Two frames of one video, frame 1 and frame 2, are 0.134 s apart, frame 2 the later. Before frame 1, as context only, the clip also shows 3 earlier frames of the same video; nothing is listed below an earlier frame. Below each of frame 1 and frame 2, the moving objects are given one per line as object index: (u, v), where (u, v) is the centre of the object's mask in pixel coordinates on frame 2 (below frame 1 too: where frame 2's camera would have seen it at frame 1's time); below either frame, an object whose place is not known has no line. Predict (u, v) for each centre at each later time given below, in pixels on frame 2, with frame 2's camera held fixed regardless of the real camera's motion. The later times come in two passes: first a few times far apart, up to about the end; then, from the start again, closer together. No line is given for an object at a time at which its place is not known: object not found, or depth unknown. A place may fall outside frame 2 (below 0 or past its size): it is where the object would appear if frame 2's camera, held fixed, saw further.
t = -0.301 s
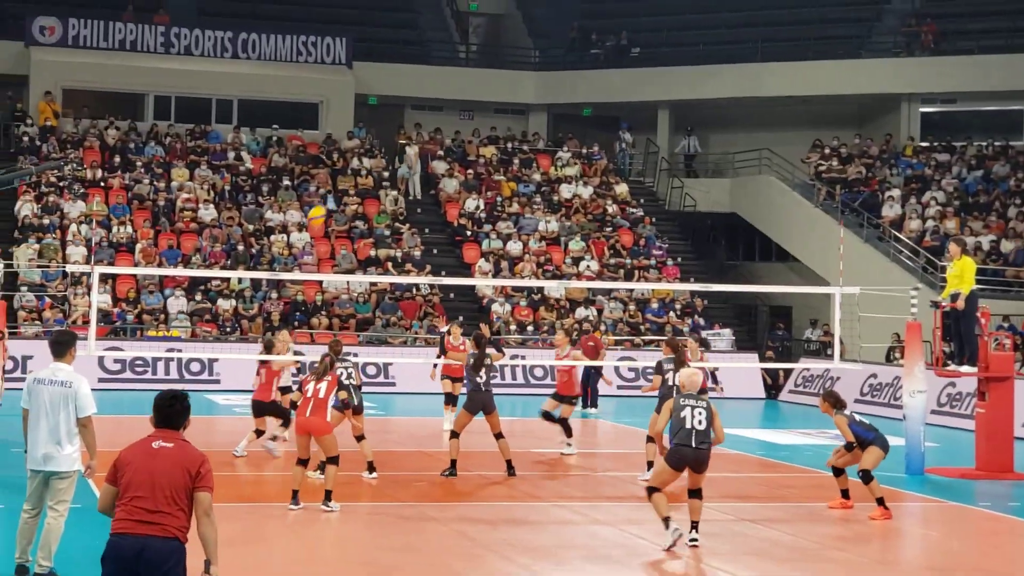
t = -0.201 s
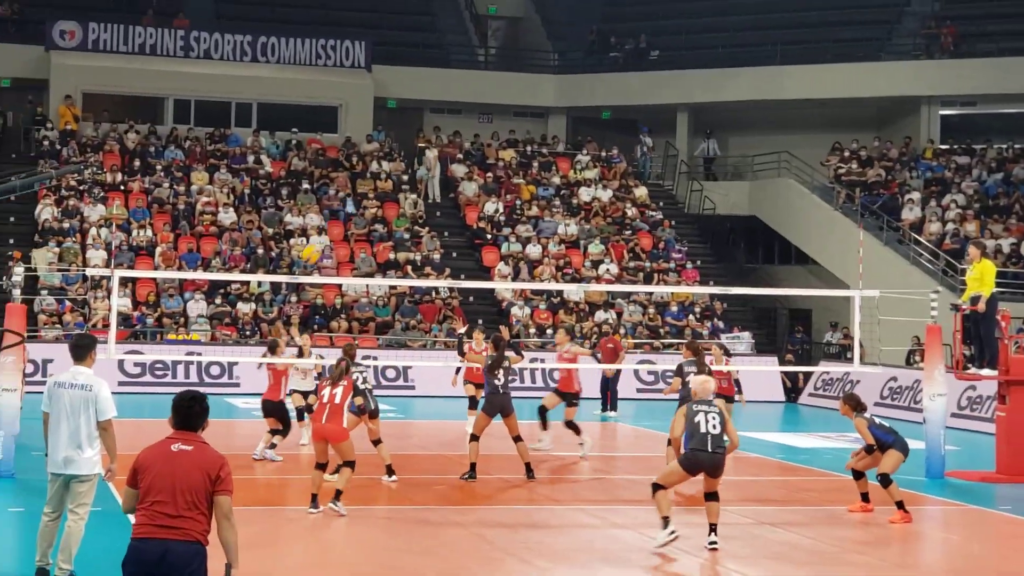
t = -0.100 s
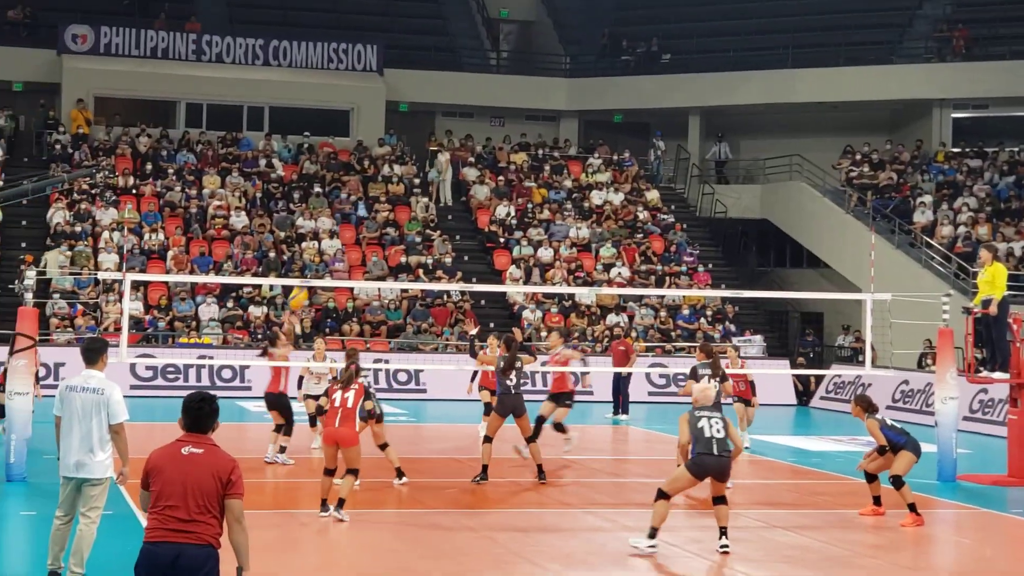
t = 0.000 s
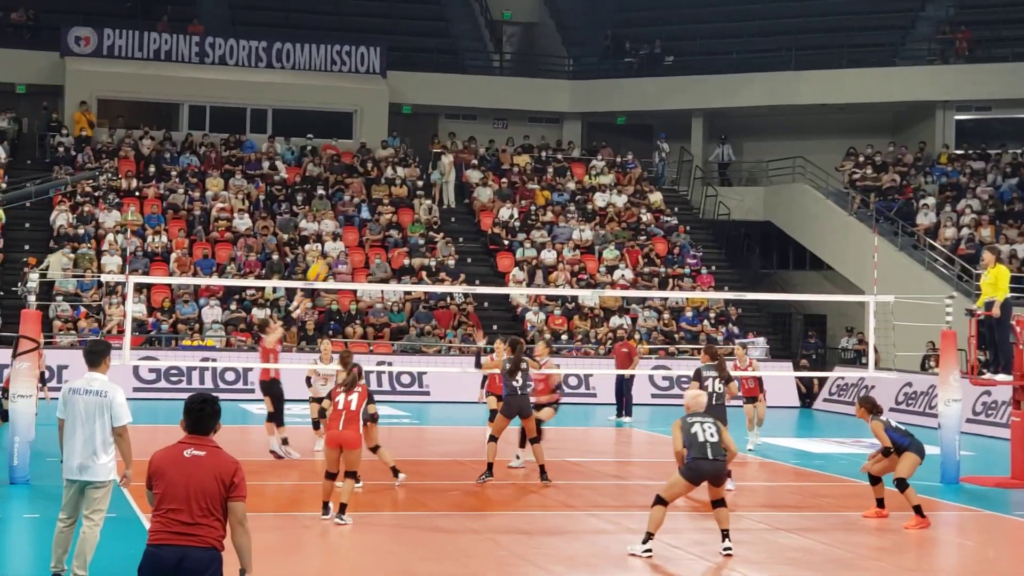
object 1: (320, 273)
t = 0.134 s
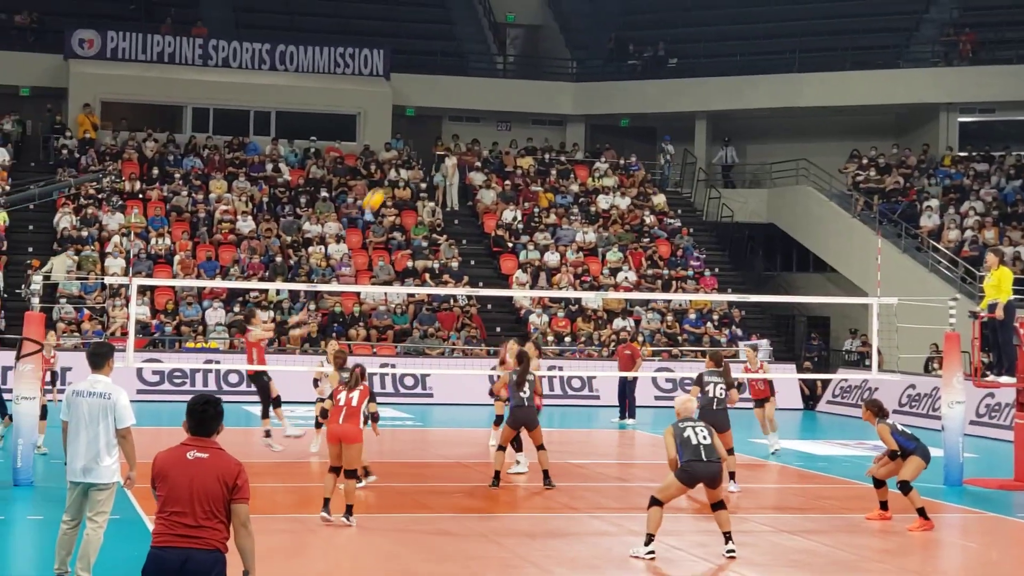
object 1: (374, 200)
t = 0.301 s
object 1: (436, 130)
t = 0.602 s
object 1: (538, 61)
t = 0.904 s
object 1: (631, 62)
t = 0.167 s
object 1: (385, 186)
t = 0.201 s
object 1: (399, 169)
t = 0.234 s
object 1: (411, 156)
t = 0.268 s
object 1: (424, 142)
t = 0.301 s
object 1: (436, 130)
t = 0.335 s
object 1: (447, 119)
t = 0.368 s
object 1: (459, 109)
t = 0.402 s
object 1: (470, 99)
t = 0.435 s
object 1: (482, 90)
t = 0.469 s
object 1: (493, 82)
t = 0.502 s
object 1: (505, 76)
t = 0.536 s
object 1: (516, 70)
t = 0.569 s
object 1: (527, 65)
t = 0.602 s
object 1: (538, 61)
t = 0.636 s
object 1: (548, 58)
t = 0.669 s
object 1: (558, 55)
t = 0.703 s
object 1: (569, 54)
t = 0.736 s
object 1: (579, 53)
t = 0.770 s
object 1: (590, 53)
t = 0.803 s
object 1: (600, 54)
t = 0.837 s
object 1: (610, 56)
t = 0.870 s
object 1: (621, 58)
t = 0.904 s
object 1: (631, 62)
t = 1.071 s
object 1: (680, 91)
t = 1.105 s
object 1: (689, 99)
